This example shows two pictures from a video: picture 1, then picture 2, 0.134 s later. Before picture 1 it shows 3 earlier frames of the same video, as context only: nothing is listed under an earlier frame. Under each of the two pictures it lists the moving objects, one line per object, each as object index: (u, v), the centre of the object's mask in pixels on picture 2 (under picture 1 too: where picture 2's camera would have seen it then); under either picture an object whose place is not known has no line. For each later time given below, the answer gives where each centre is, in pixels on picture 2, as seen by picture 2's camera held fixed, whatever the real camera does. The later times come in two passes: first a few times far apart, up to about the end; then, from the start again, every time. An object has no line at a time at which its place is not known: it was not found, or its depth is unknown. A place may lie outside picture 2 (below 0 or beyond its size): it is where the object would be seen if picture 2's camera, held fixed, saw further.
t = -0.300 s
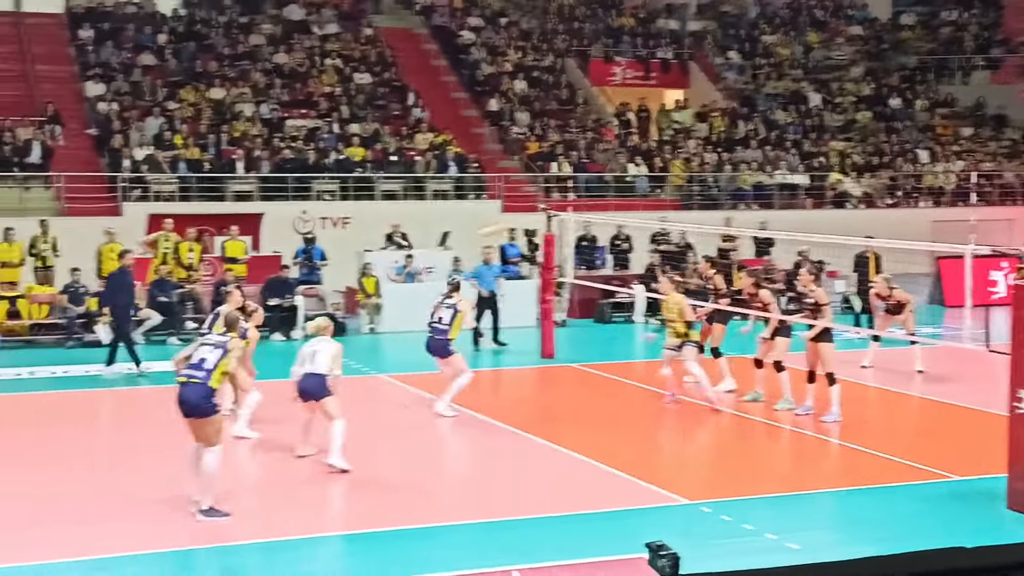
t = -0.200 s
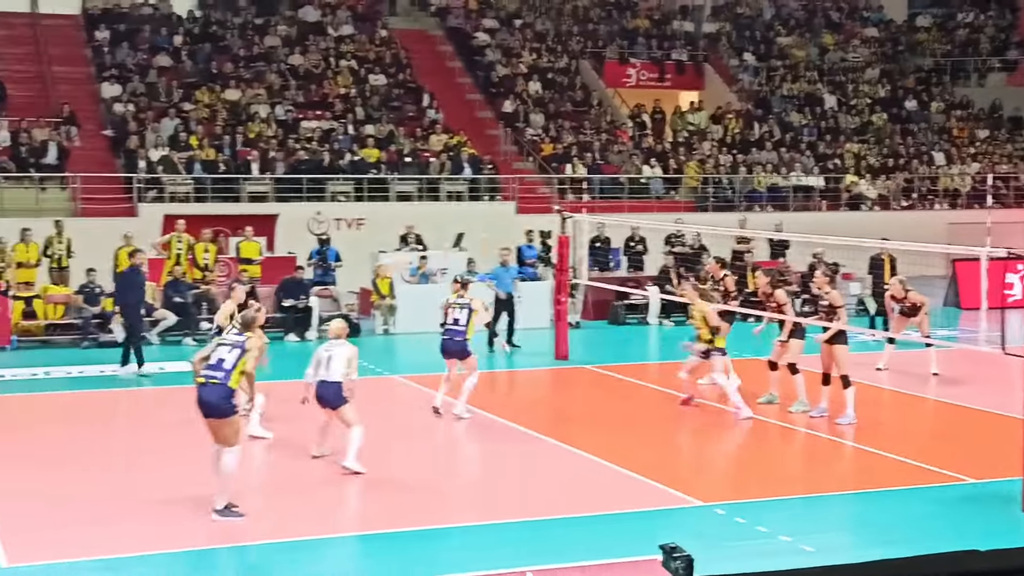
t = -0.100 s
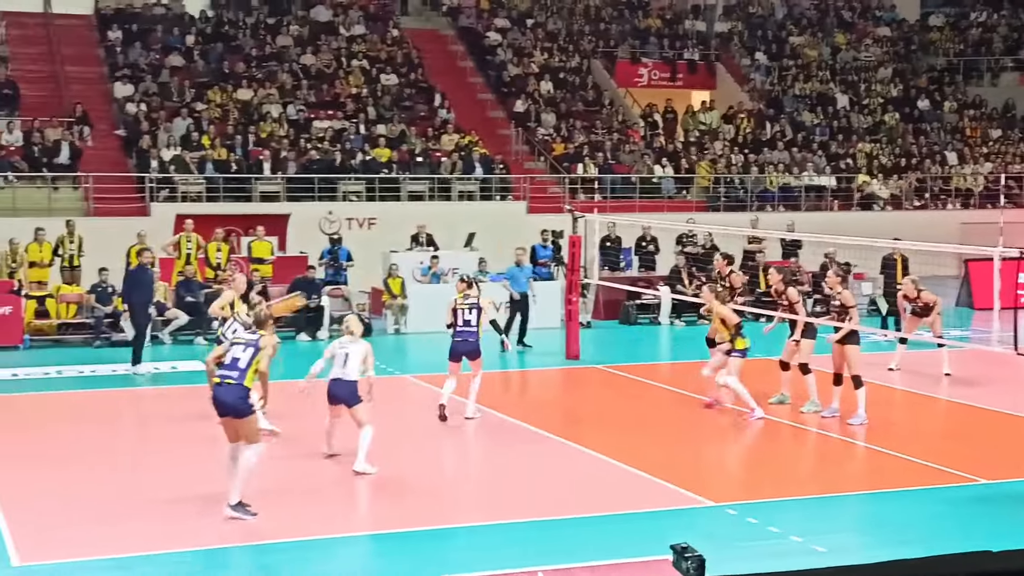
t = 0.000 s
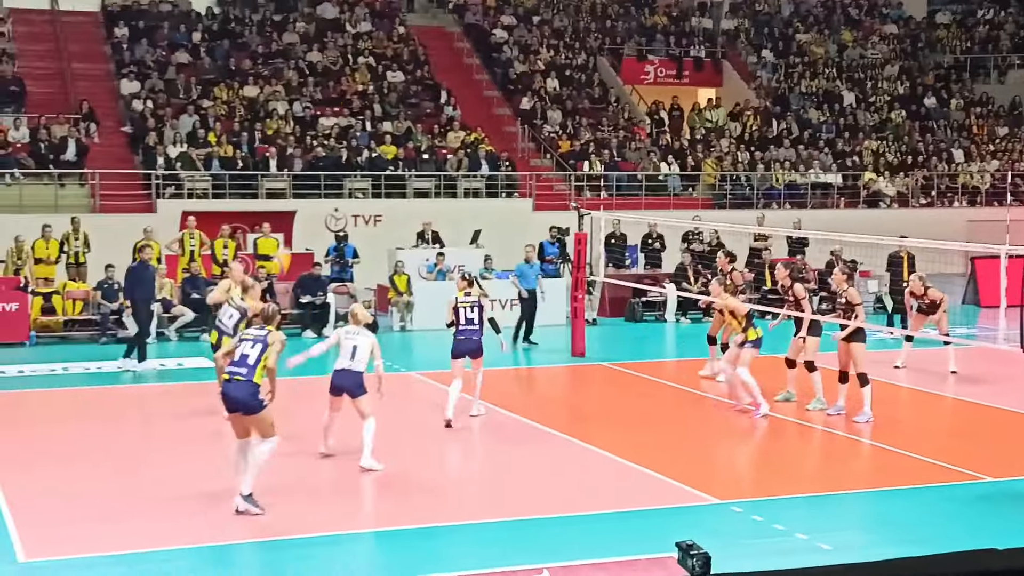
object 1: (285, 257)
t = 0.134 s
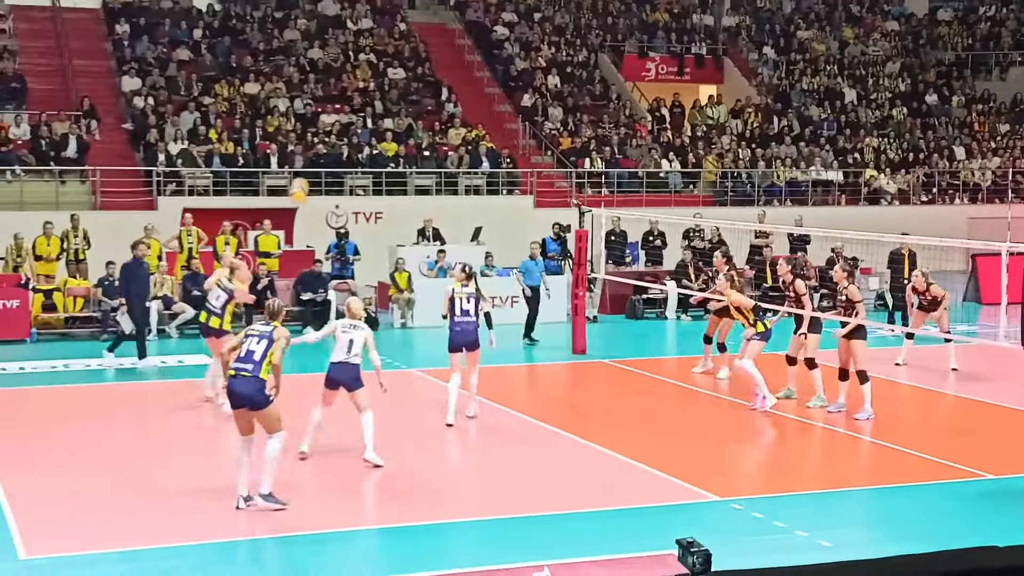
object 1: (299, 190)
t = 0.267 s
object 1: (315, 140)
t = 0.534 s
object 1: (347, 79)
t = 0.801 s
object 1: (378, 81)
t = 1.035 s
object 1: (405, 141)
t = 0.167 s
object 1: (303, 176)
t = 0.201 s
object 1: (307, 164)
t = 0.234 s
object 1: (311, 150)
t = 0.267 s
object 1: (315, 140)
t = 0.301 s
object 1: (318, 129)
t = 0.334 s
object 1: (322, 119)
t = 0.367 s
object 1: (327, 111)
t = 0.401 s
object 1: (331, 101)
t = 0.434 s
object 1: (334, 94)
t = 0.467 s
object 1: (339, 88)
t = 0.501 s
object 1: (343, 83)
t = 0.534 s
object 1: (347, 79)
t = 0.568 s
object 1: (351, 76)
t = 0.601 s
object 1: (354, 73)
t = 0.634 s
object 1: (359, 72)
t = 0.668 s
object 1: (362, 72)
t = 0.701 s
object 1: (366, 72)
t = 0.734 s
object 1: (370, 74)
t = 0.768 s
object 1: (374, 77)
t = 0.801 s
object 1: (378, 81)
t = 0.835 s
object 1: (382, 86)
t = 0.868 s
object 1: (385, 92)
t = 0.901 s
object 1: (390, 100)
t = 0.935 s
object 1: (393, 108)
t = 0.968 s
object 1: (397, 118)
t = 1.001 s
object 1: (402, 128)
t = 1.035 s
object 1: (405, 141)
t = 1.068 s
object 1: (409, 154)
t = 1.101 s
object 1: (413, 168)
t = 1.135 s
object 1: (416, 182)
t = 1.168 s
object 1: (420, 198)
